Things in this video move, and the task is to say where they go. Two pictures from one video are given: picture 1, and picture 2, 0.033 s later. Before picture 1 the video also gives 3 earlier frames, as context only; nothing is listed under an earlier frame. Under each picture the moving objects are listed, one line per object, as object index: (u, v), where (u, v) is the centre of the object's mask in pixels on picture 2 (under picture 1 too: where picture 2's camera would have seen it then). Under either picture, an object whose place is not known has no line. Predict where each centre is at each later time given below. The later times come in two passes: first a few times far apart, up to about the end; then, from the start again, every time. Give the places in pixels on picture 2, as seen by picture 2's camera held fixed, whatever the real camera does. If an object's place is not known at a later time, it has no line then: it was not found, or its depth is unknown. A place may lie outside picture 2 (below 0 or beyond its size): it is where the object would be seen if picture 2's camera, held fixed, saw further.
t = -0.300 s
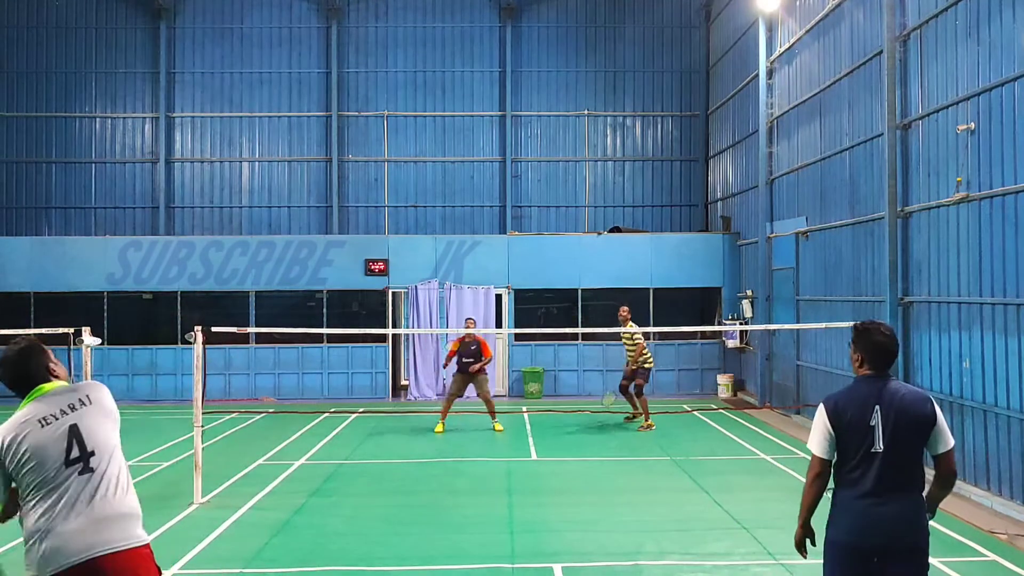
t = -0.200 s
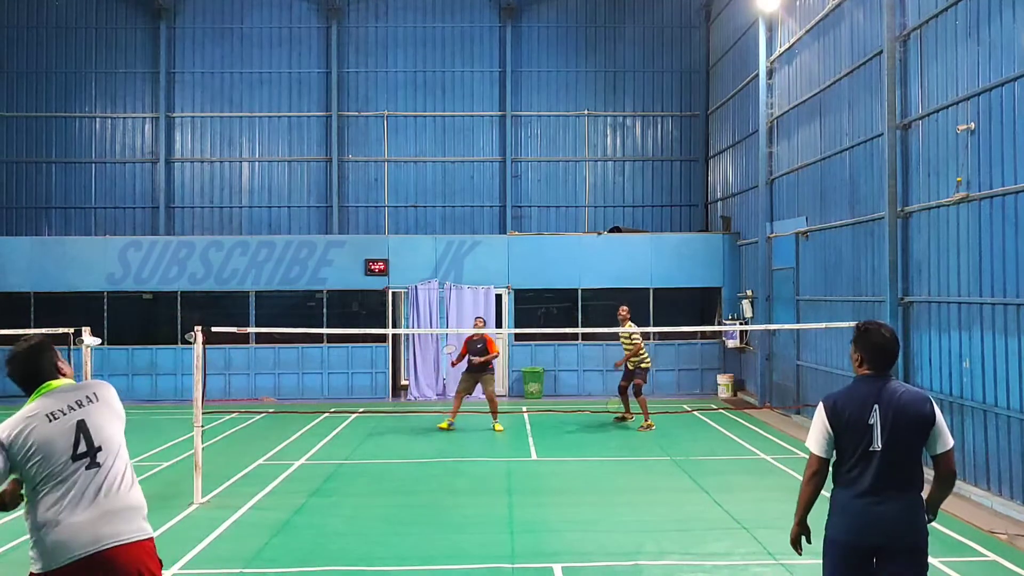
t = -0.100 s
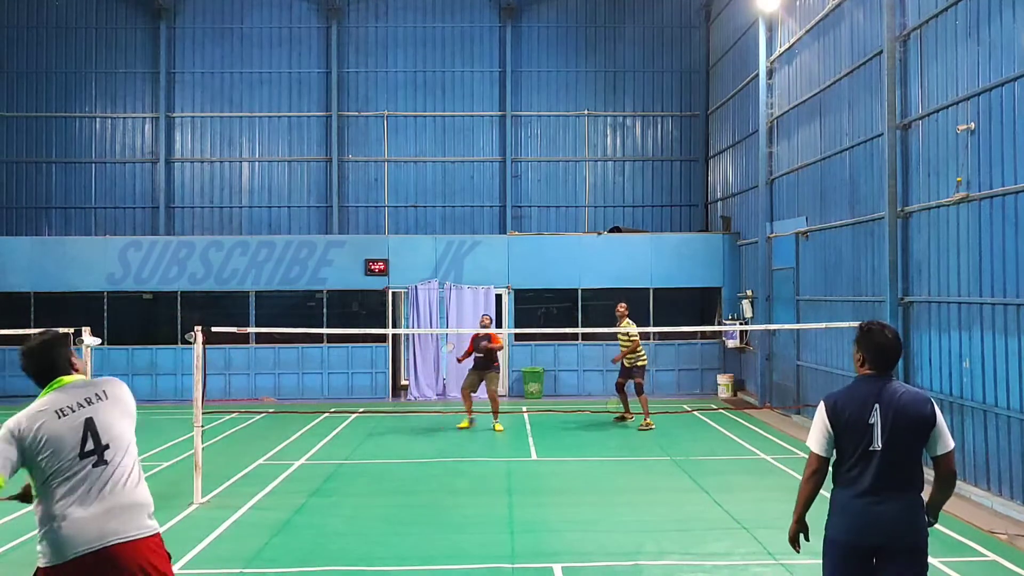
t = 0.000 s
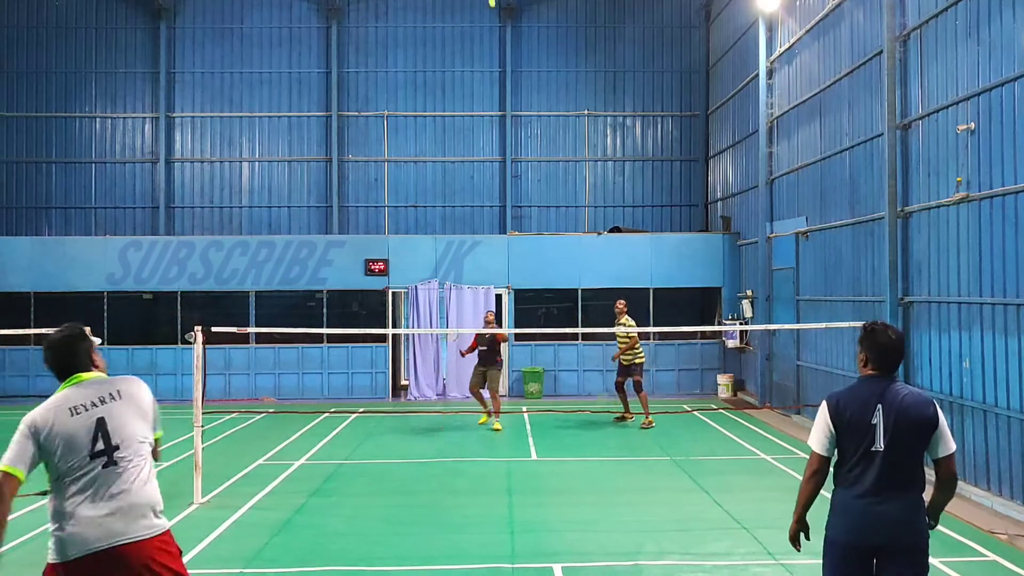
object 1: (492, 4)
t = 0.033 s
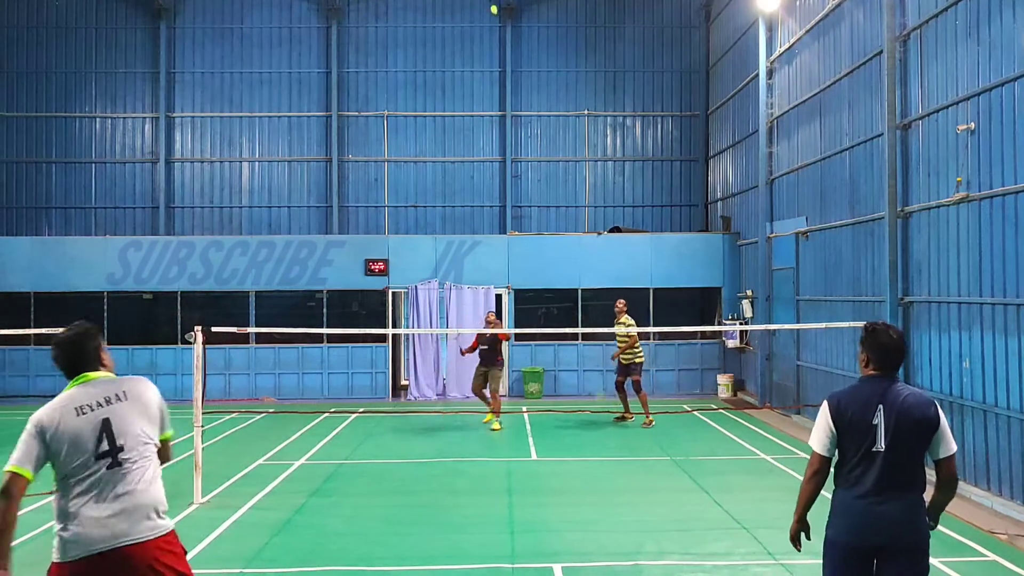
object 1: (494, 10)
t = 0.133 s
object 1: (500, 33)
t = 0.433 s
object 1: (512, 121)
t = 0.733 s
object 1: (522, 224)
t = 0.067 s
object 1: (496, 17)
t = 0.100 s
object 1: (498, 25)
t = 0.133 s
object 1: (500, 33)
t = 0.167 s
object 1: (501, 41)
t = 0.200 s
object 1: (502, 51)
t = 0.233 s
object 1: (504, 60)
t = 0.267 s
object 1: (505, 70)
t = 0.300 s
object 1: (507, 79)
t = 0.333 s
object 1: (508, 89)
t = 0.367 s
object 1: (509, 101)
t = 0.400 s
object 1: (510, 110)
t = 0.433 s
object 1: (512, 121)
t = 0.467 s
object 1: (513, 132)
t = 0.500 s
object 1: (515, 143)
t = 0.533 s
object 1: (516, 154)
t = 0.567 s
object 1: (517, 166)
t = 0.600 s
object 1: (518, 177)
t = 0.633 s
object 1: (519, 189)
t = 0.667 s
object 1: (520, 201)
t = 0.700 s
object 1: (521, 212)
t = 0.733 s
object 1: (522, 224)
